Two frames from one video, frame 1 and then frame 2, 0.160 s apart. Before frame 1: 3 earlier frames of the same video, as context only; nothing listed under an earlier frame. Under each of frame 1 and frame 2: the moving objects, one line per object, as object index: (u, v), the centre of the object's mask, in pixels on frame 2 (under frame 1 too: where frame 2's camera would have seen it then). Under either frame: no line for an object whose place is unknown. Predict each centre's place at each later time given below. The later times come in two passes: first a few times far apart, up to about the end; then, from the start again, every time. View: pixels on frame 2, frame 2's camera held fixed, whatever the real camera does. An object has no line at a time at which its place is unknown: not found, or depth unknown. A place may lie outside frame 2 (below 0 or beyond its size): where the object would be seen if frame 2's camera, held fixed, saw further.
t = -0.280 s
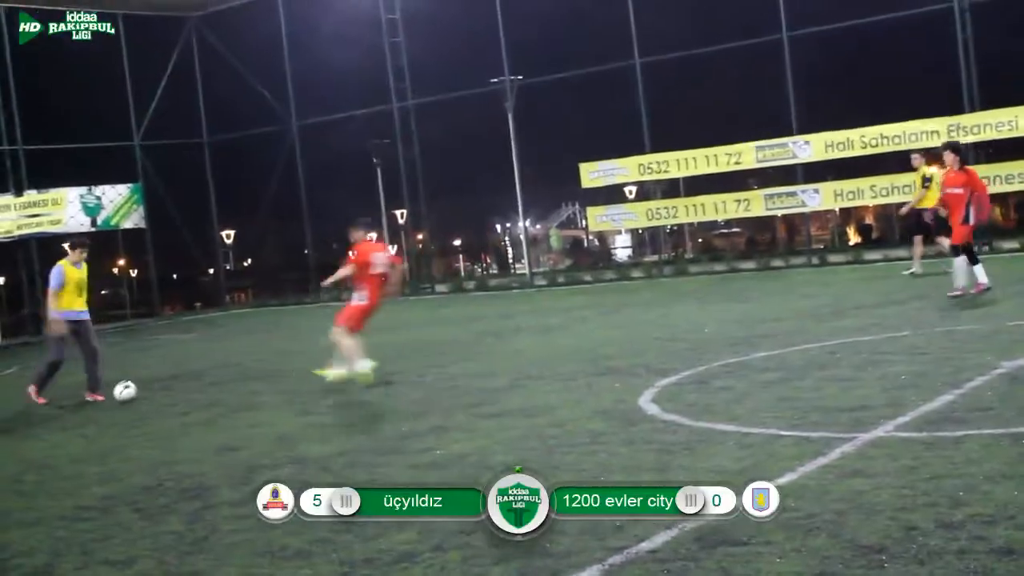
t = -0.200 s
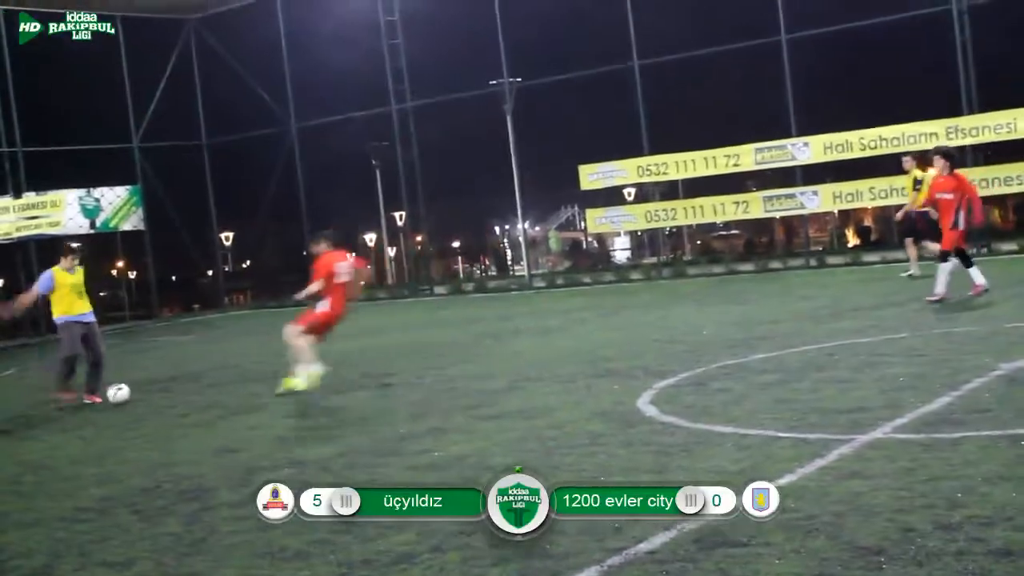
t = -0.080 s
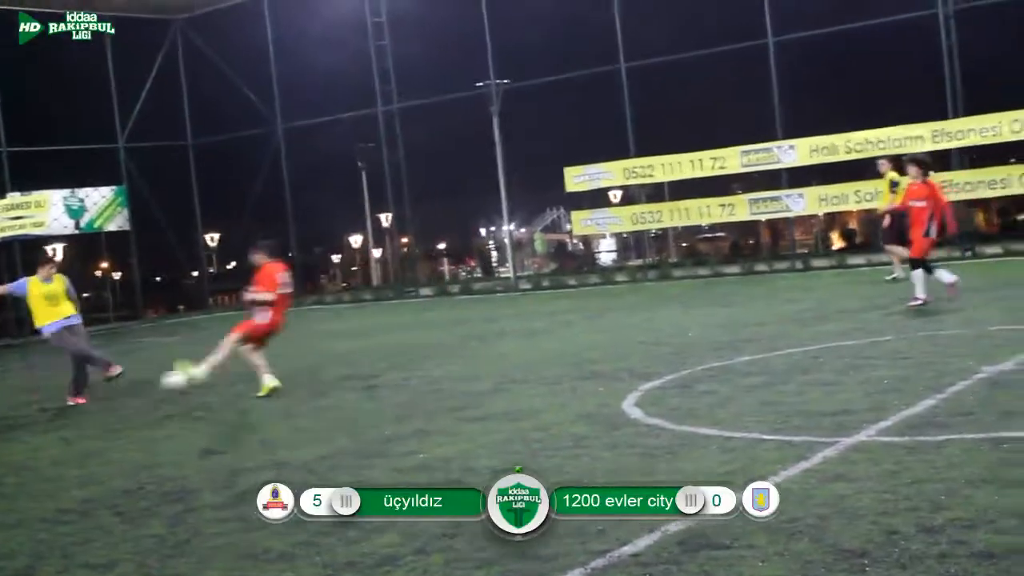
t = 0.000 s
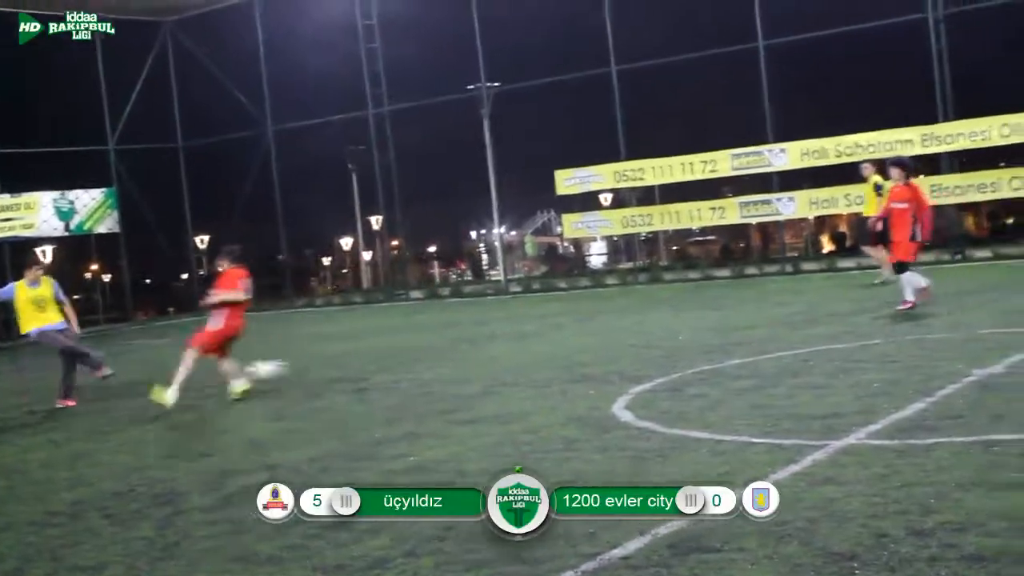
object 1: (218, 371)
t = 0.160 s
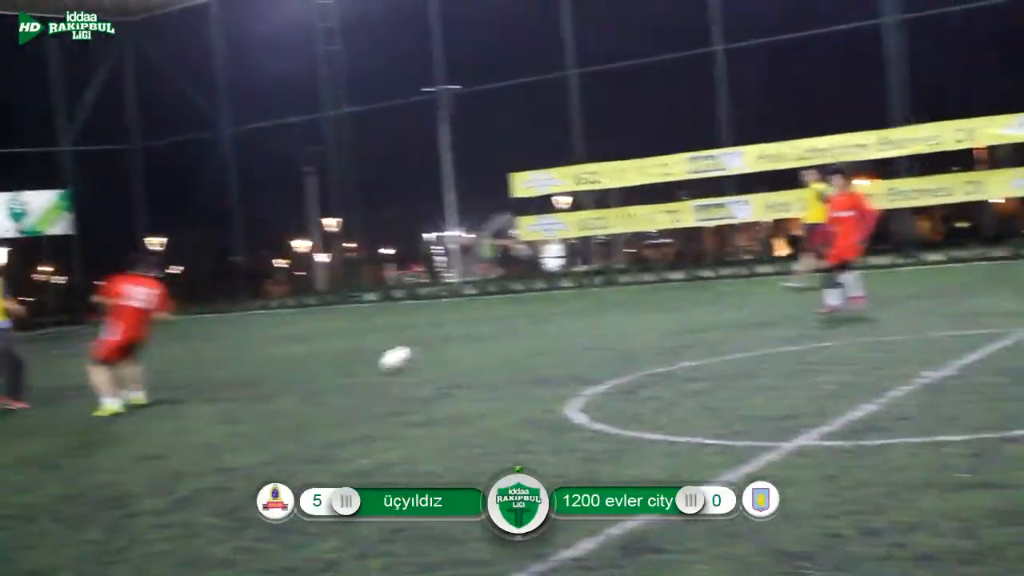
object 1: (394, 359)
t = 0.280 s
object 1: (515, 348)
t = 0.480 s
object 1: (687, 327)
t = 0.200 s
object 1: (436, 352)
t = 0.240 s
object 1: (476, 349)
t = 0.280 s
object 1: (515, 348)
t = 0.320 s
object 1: (552, 345)
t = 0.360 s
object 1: (587, 340)
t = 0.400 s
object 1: (622, 337)
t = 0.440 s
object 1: (656, 330)
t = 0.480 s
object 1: (687, 327)
